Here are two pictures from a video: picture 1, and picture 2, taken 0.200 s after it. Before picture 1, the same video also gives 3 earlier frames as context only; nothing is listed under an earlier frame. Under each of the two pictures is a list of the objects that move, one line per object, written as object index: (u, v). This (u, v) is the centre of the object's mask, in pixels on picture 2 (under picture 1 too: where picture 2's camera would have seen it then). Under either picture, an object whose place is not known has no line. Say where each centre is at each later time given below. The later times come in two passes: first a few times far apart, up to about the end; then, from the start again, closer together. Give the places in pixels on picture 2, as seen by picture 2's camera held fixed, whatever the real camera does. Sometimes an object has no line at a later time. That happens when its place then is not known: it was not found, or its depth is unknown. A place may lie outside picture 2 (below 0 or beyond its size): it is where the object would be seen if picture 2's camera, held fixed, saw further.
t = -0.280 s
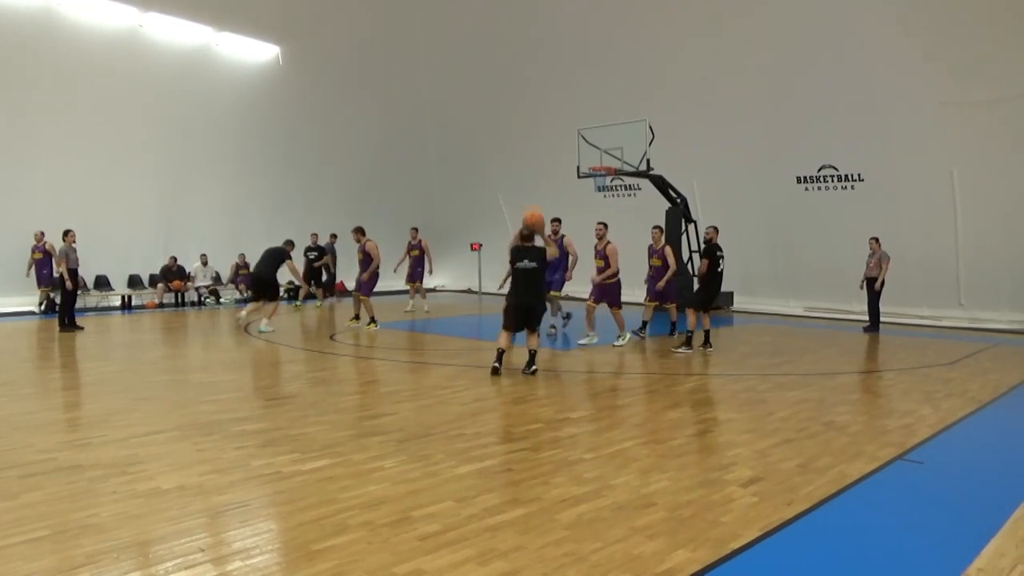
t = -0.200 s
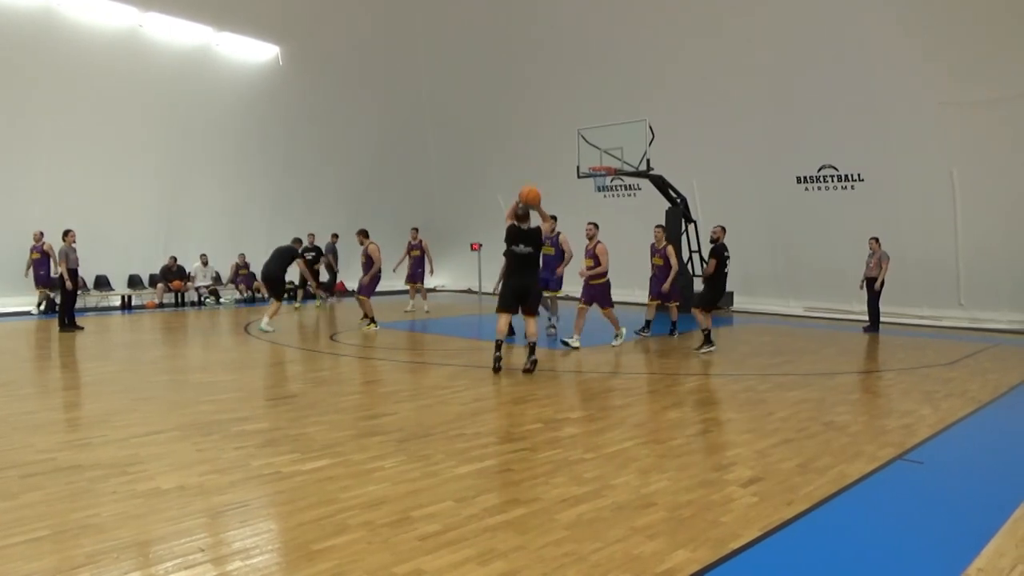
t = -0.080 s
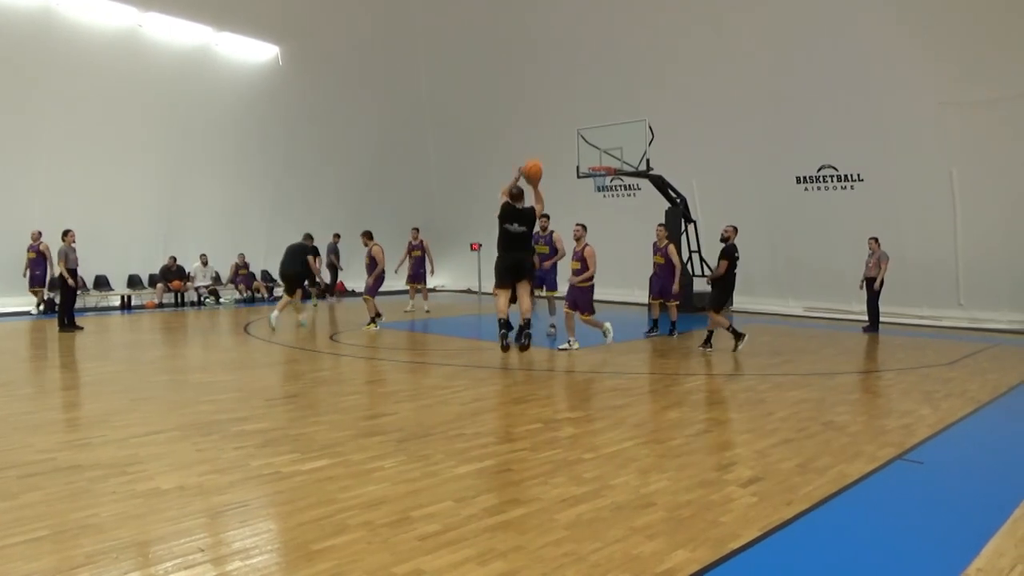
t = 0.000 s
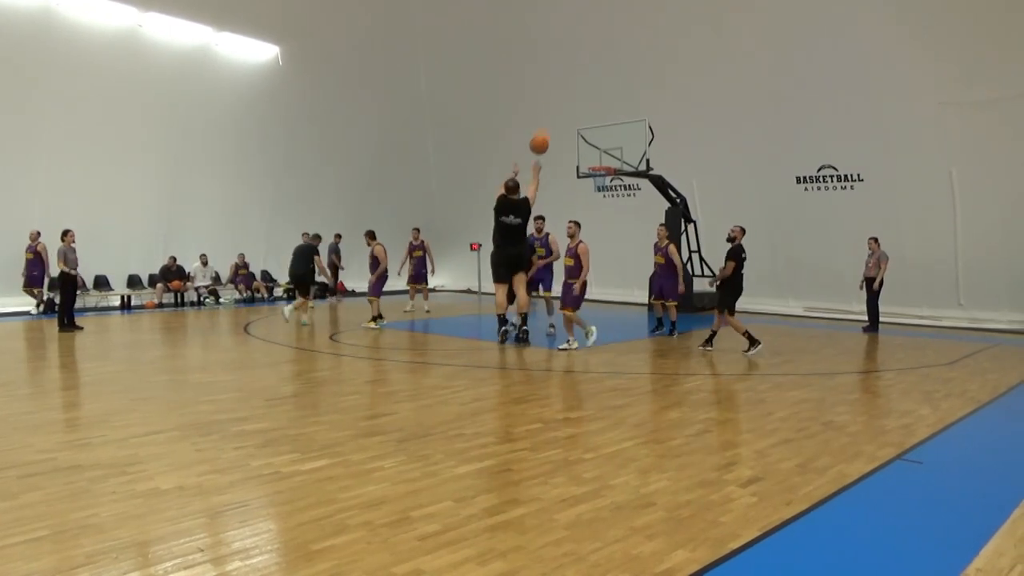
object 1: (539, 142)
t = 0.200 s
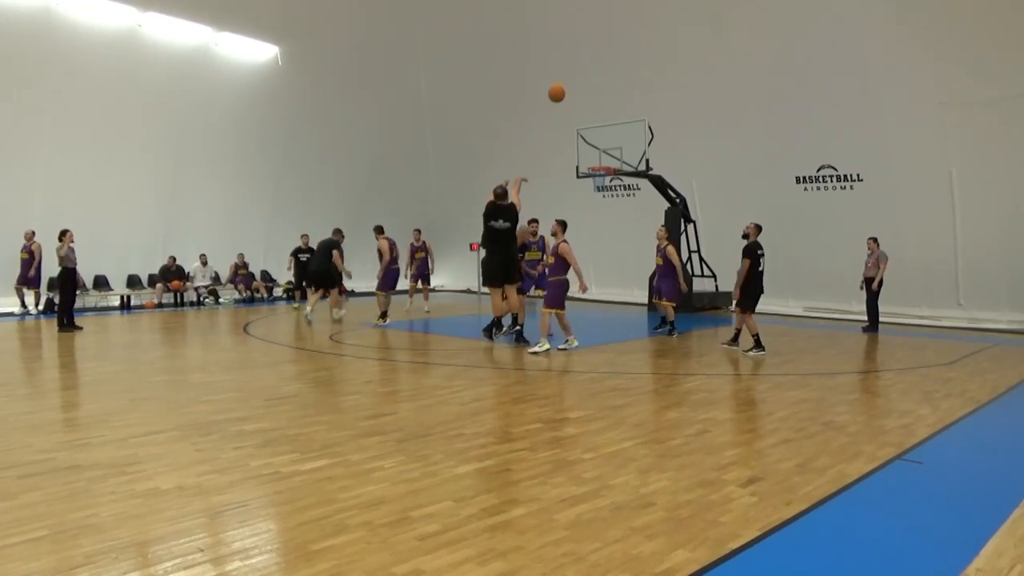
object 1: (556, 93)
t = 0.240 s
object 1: (559, 87)
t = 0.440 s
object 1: (573, 77)
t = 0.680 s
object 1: (586, 97)
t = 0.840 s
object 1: (593, 124)
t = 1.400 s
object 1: (593, 240)
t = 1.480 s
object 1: (591, 263)
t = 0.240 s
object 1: (559, 87)
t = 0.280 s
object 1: (562, 83)
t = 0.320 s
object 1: (565, 80)
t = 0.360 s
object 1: (568, 78)
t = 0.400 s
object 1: (571, 78)
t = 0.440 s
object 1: (573, 77)
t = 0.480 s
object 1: (576, 79)
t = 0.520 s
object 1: (578, 81)
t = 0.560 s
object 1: (580, 84)
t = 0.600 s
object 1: (582, 87)
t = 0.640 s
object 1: (584, 92)
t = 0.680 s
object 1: (586, 97)
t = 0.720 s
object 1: (588, 103)
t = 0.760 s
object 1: (589, 109)
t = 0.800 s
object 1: (591, 116)
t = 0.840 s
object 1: (593, 124)
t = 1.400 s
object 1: (593, 240)
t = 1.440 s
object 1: (592, 251)
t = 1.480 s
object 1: (591, 263)
